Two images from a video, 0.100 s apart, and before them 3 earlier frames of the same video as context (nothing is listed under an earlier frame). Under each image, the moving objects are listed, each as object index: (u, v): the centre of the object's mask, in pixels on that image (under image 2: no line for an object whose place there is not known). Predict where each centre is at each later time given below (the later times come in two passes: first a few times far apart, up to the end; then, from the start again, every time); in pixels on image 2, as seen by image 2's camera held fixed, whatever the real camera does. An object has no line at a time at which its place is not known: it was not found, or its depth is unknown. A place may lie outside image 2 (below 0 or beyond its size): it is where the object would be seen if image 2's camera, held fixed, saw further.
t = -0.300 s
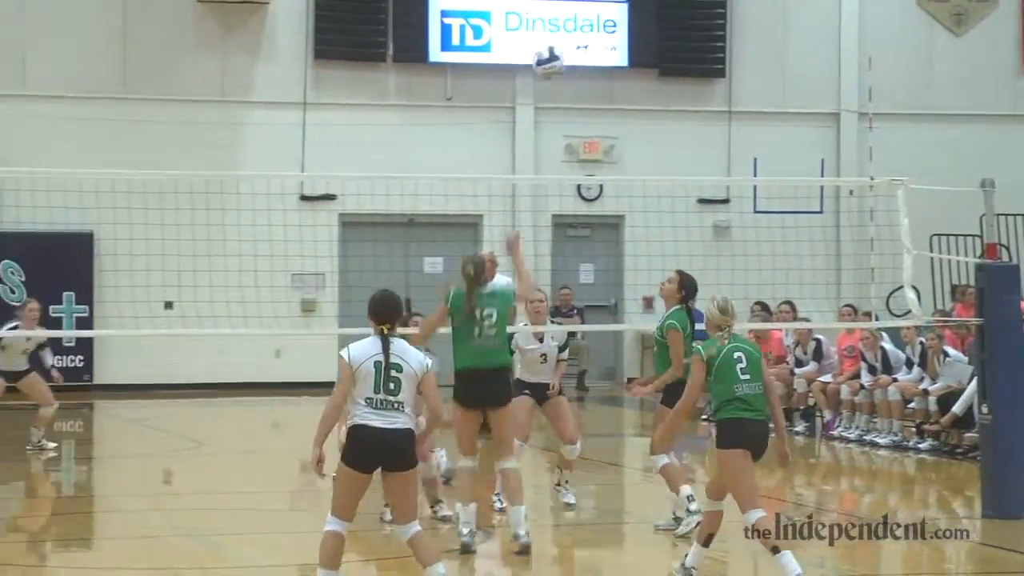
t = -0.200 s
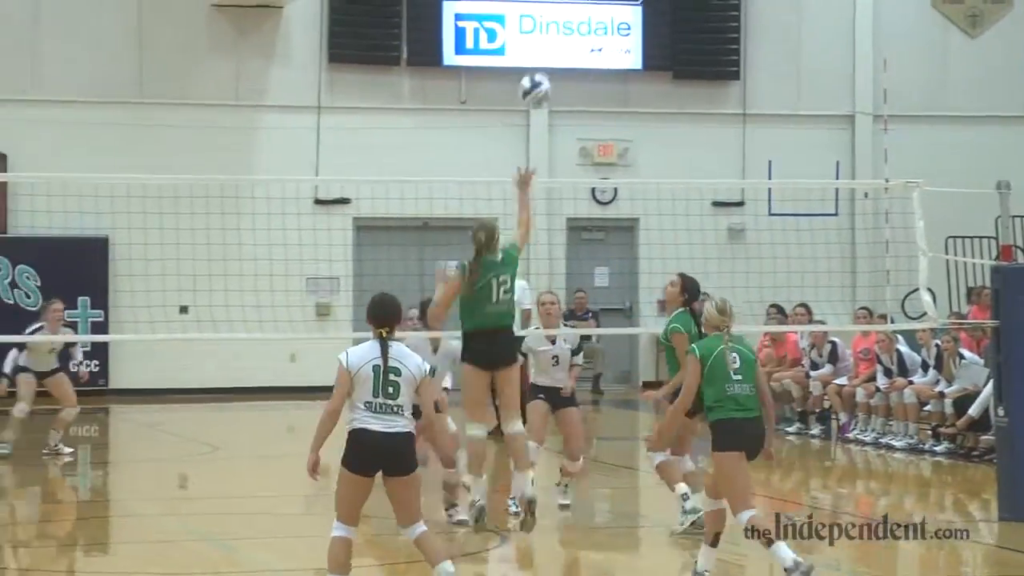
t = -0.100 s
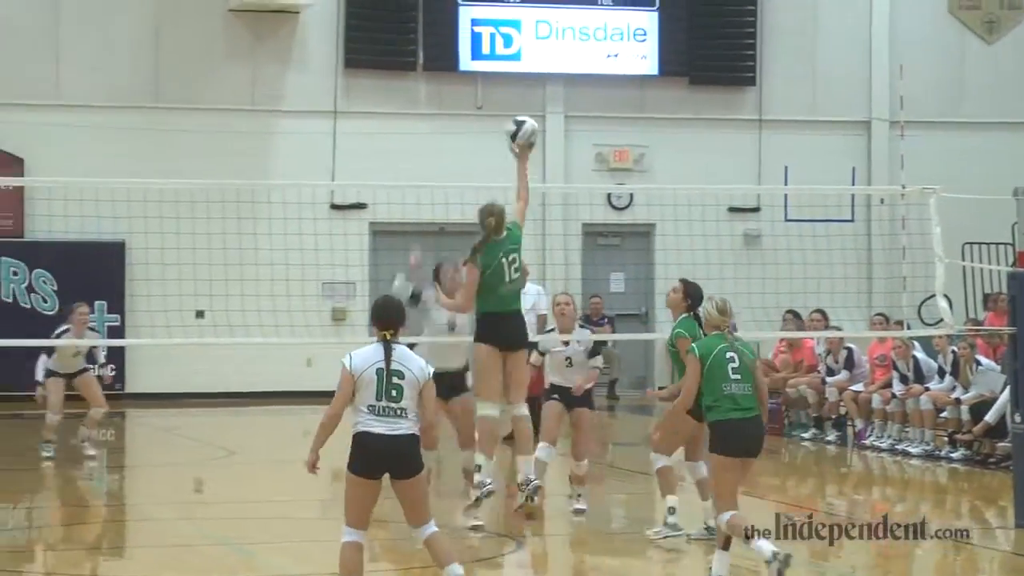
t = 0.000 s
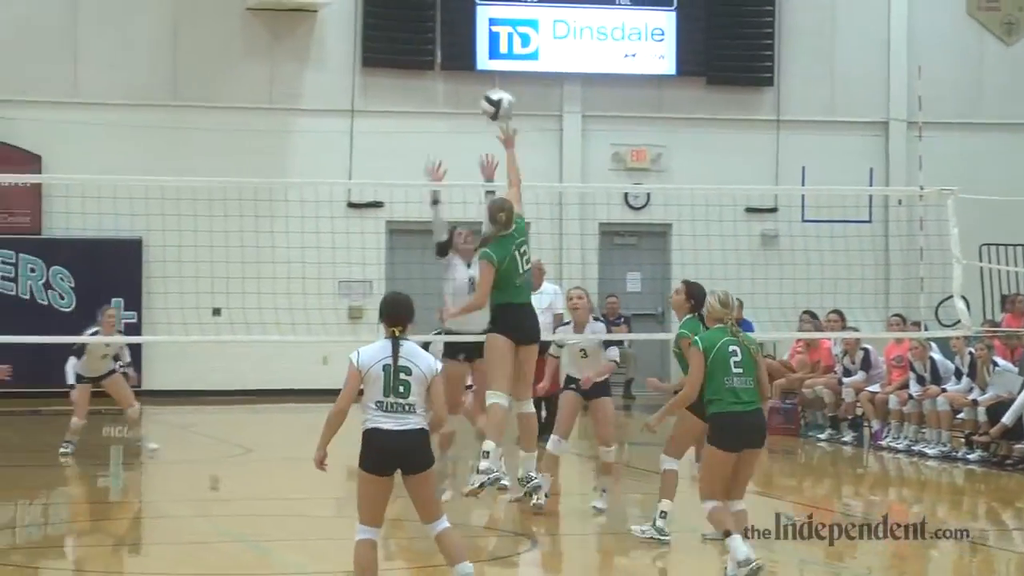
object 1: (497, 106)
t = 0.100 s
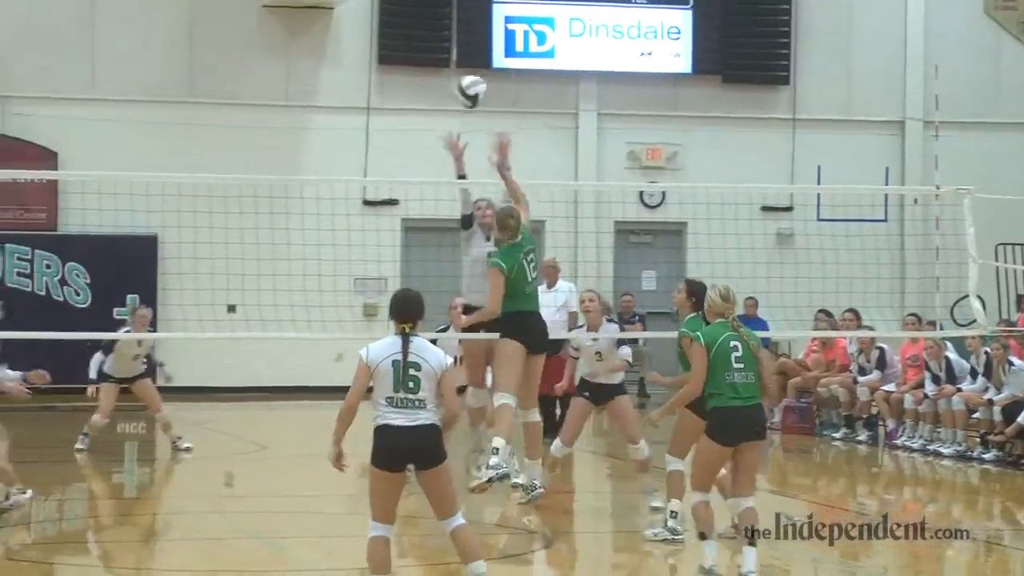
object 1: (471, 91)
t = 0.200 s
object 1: (430, 94)
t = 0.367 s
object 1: (366, 133)
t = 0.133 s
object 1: (457, 90)
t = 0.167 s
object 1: (443, 91)
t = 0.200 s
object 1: (430, 94)
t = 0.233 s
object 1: (416, 99)
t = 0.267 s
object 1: (402, 106)
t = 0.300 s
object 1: (390, 113)
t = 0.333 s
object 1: (378, 122)
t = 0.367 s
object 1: (366, 133)
